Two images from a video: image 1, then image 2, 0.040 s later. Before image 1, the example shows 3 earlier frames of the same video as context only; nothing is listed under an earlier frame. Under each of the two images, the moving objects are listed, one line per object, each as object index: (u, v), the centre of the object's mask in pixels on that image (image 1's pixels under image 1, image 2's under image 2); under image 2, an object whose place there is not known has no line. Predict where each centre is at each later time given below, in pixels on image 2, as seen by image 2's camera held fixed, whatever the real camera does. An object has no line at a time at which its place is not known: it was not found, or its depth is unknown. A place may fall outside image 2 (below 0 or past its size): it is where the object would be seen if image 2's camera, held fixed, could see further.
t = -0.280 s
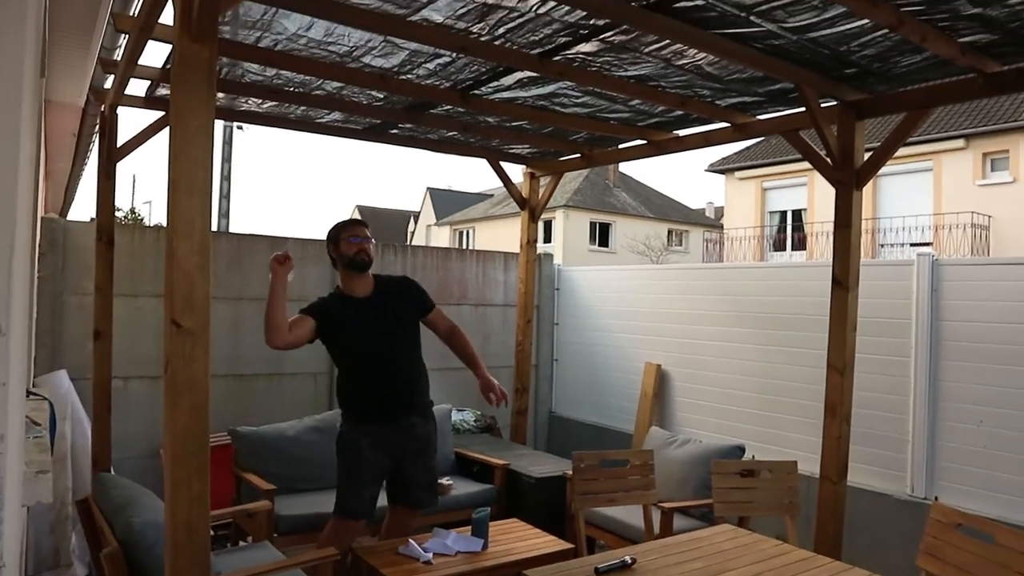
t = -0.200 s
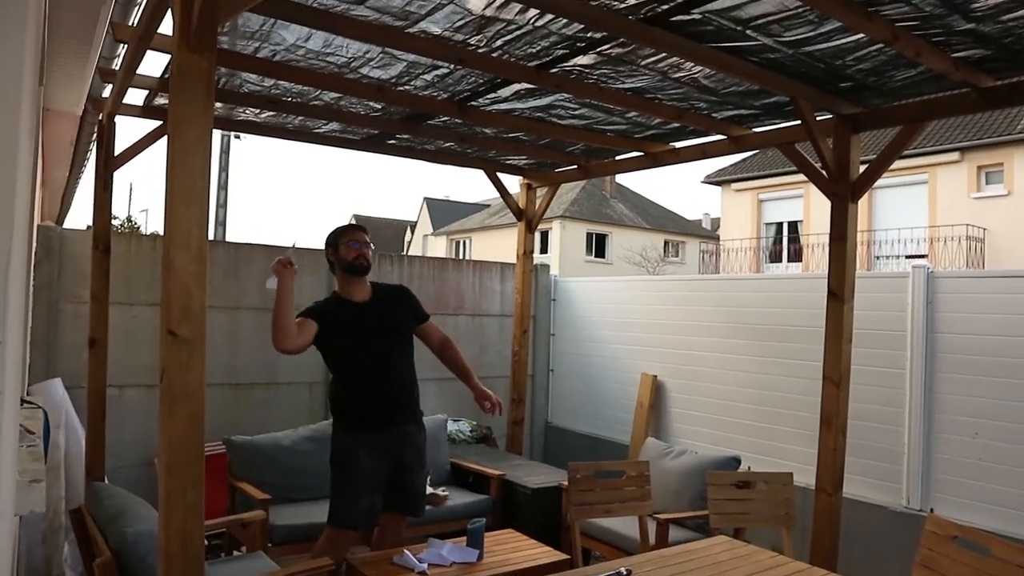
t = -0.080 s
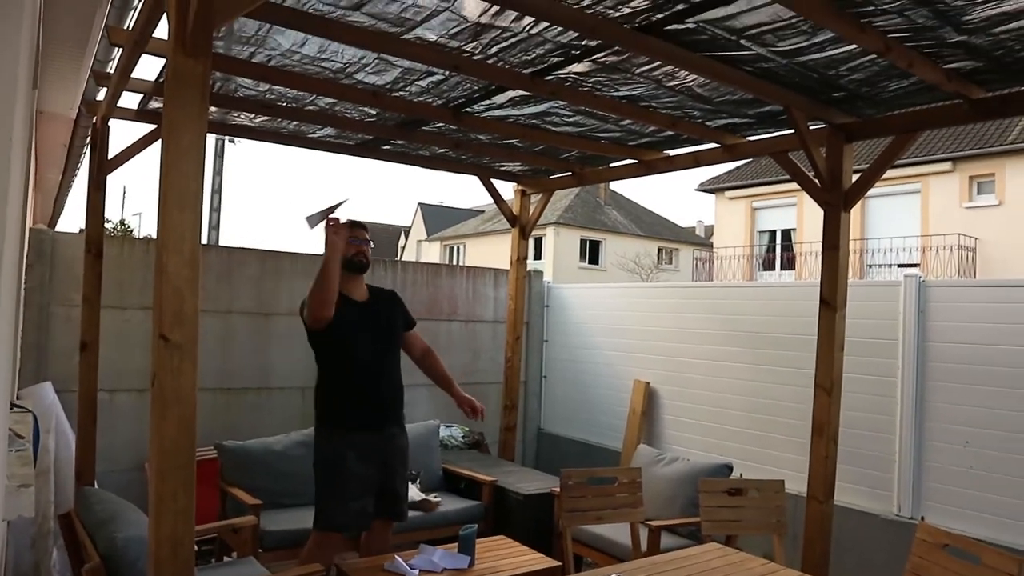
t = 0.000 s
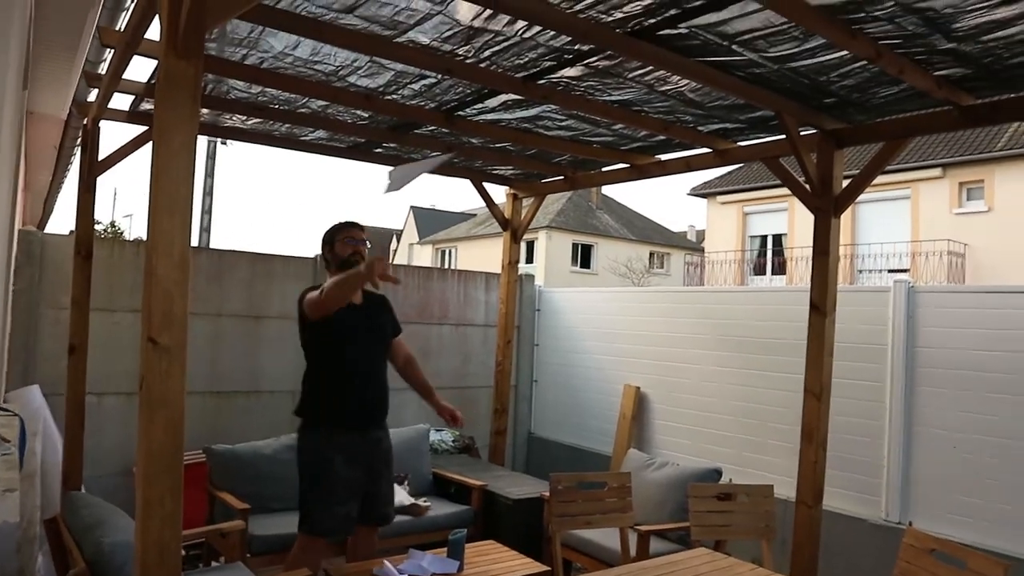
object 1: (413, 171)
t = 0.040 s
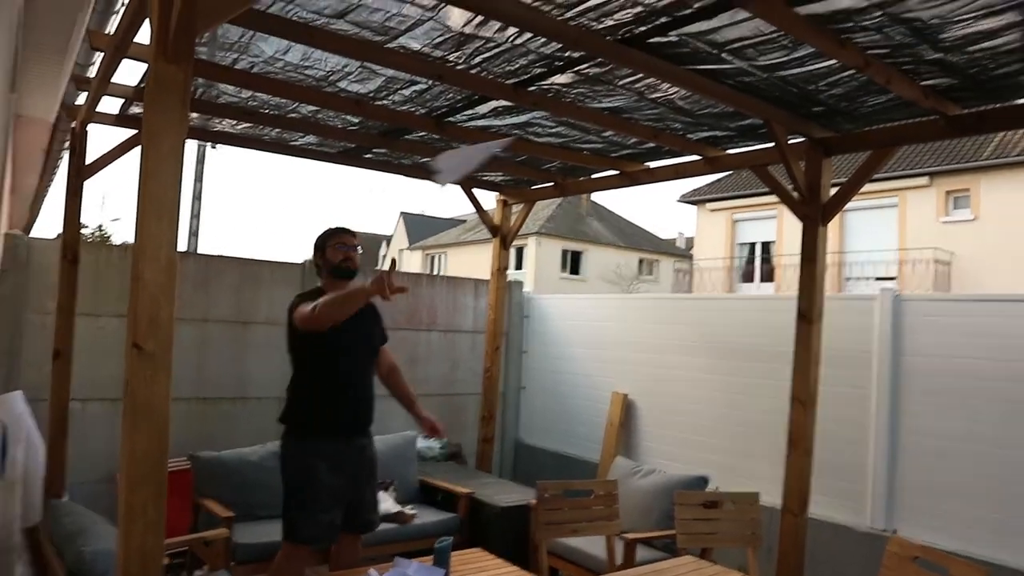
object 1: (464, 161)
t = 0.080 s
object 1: (540, 142)
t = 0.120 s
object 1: (626, 119)
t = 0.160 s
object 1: (723, 97)
